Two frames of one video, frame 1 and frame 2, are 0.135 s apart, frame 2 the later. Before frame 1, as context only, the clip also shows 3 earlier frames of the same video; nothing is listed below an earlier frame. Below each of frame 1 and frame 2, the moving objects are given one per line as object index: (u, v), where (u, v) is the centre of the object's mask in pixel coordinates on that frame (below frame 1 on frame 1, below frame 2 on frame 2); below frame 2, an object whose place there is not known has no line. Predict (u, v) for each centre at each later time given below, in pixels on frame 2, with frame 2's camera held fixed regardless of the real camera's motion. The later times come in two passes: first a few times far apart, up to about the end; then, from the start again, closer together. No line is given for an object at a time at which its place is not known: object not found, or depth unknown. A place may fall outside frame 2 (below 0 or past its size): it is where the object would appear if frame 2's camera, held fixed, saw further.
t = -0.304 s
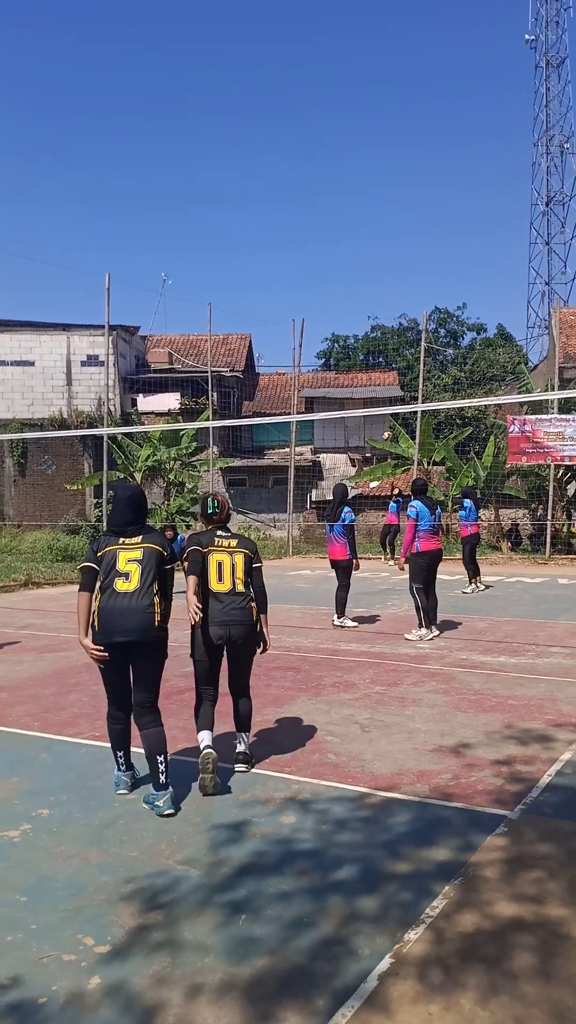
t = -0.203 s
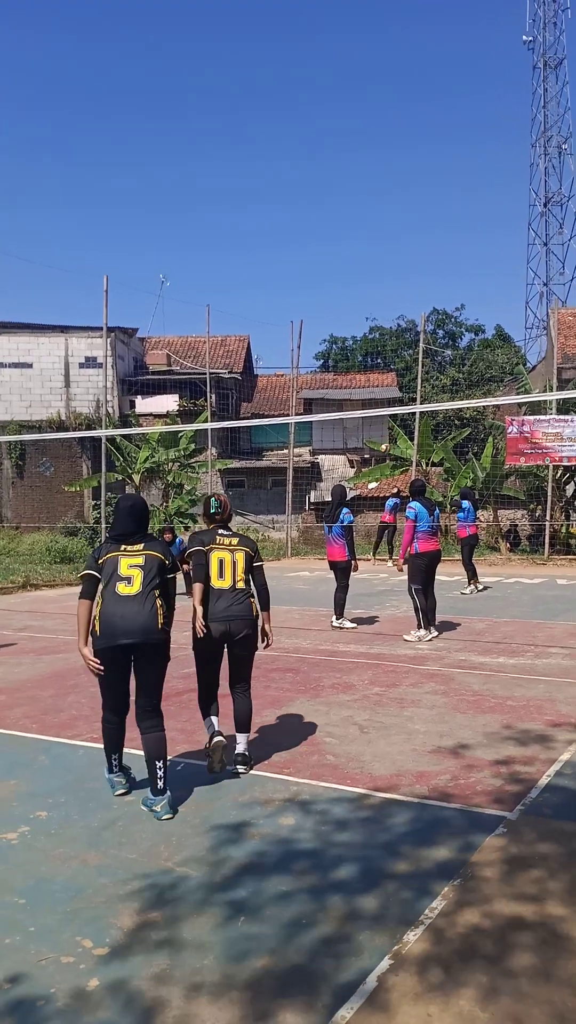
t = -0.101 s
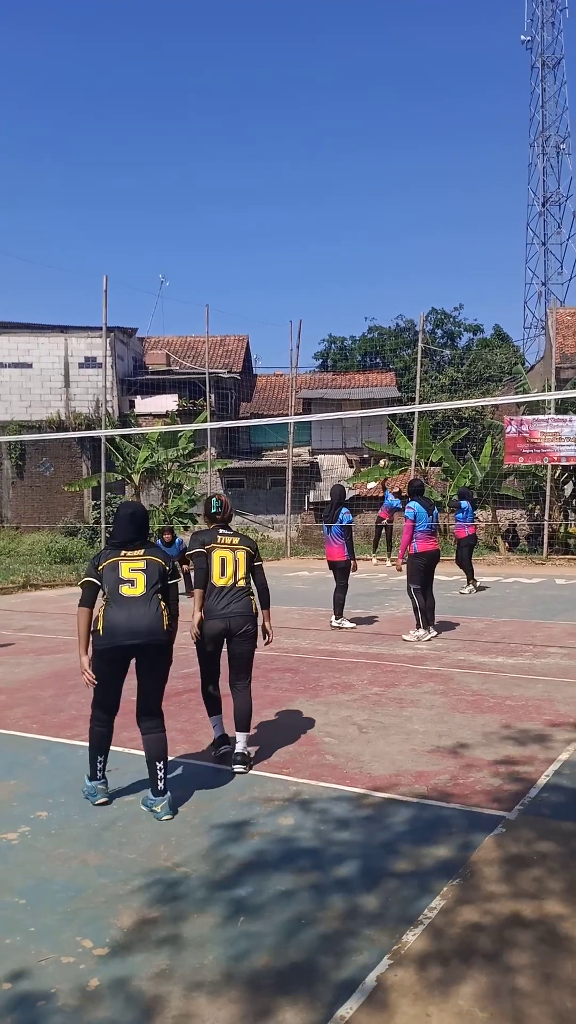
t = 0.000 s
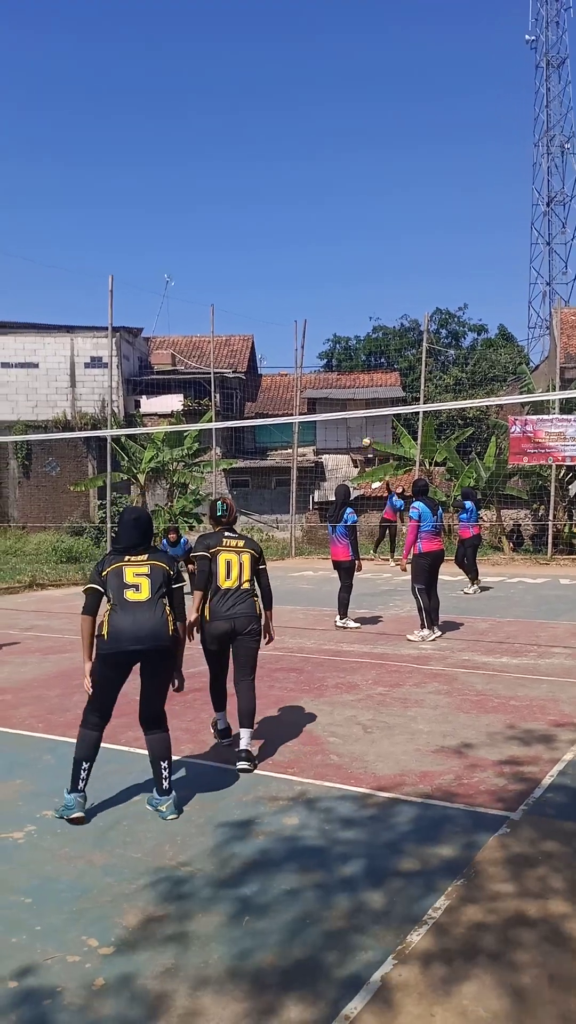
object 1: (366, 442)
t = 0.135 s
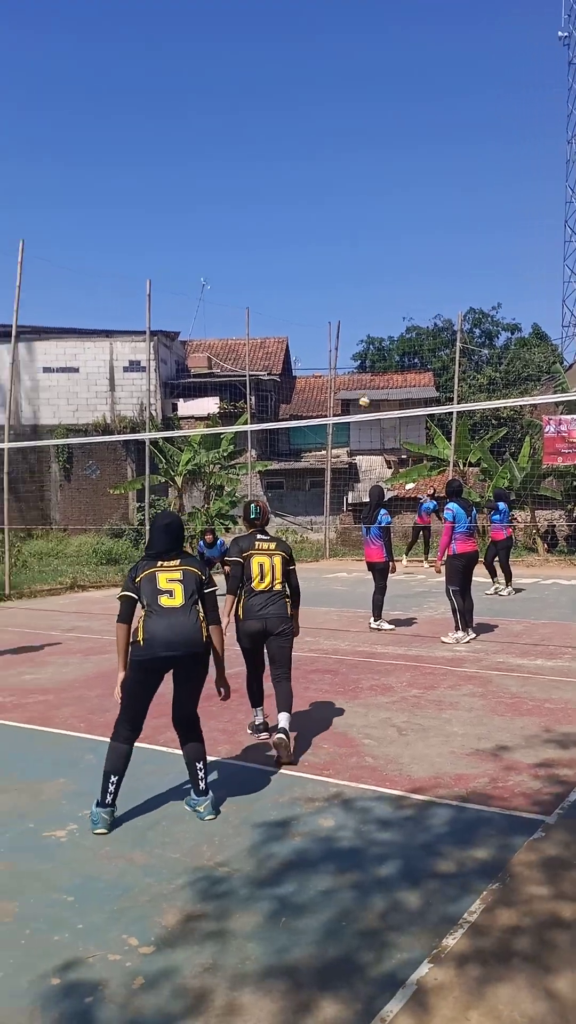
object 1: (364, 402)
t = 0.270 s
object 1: (320, 364)
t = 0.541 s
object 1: (193, 300)
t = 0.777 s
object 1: (1, 269)
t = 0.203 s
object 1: (343, 382)
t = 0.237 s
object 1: (333, 372)
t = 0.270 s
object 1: (320, 364)
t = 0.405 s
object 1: (265, 329)
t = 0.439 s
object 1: (248, 321)
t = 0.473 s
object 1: (231, 313)
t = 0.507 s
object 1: (213, 306)
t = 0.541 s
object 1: (193, 300)
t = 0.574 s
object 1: (172, 293)
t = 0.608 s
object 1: (149, 288)
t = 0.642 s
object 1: (124, 283)
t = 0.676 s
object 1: (98, 278)
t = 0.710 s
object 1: (67, 274)
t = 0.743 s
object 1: (35, 270)
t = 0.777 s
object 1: (1, 269)
